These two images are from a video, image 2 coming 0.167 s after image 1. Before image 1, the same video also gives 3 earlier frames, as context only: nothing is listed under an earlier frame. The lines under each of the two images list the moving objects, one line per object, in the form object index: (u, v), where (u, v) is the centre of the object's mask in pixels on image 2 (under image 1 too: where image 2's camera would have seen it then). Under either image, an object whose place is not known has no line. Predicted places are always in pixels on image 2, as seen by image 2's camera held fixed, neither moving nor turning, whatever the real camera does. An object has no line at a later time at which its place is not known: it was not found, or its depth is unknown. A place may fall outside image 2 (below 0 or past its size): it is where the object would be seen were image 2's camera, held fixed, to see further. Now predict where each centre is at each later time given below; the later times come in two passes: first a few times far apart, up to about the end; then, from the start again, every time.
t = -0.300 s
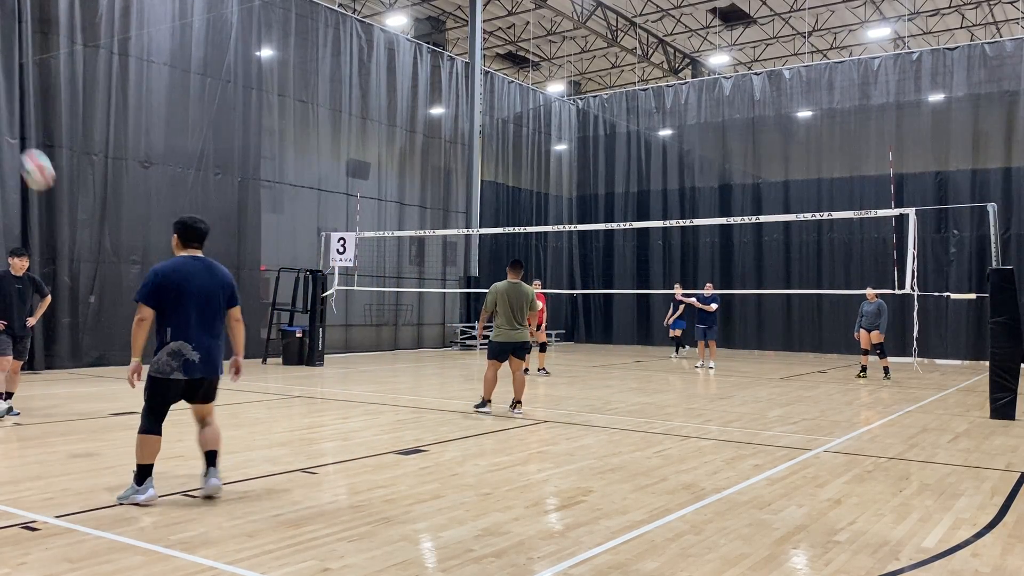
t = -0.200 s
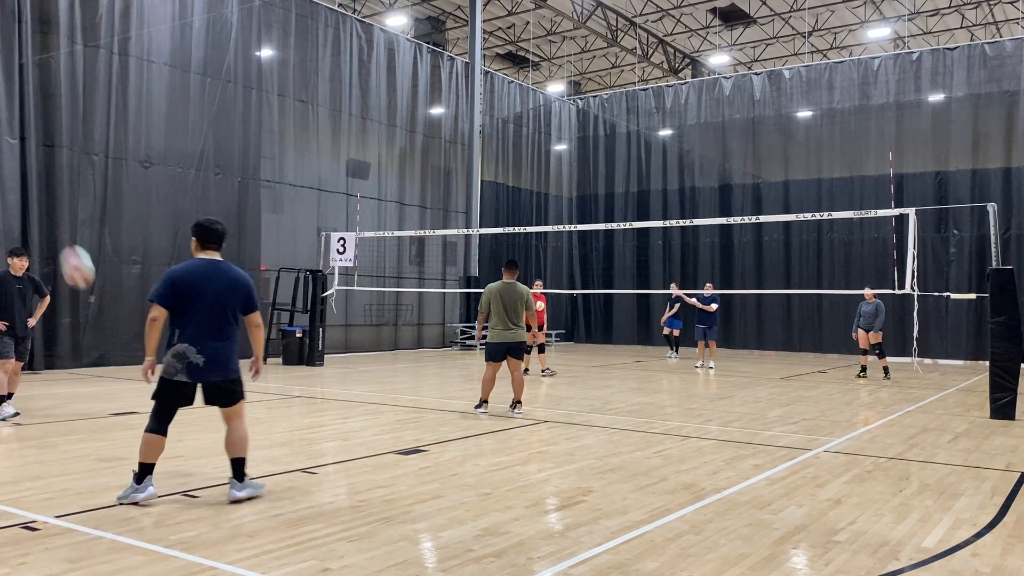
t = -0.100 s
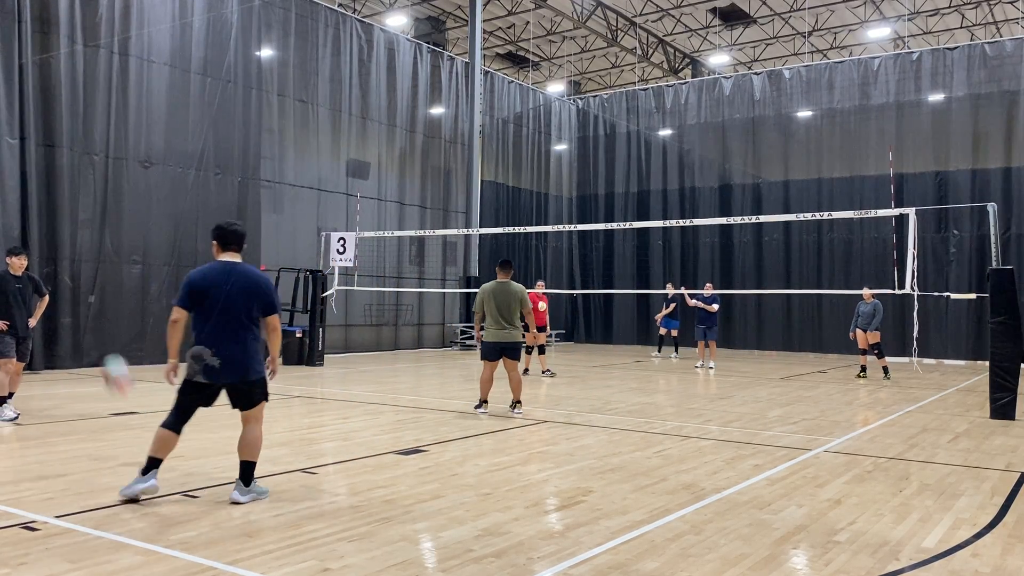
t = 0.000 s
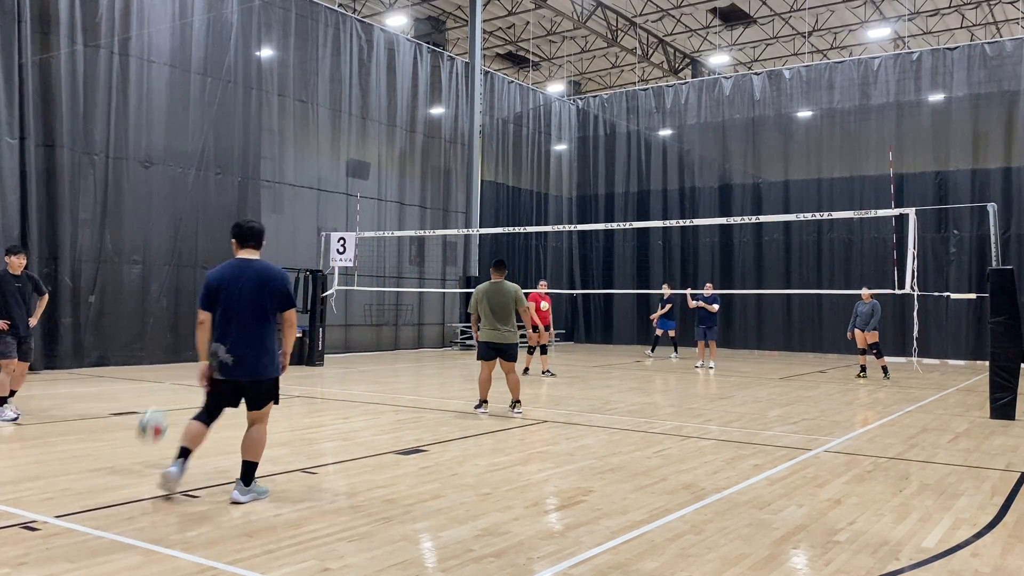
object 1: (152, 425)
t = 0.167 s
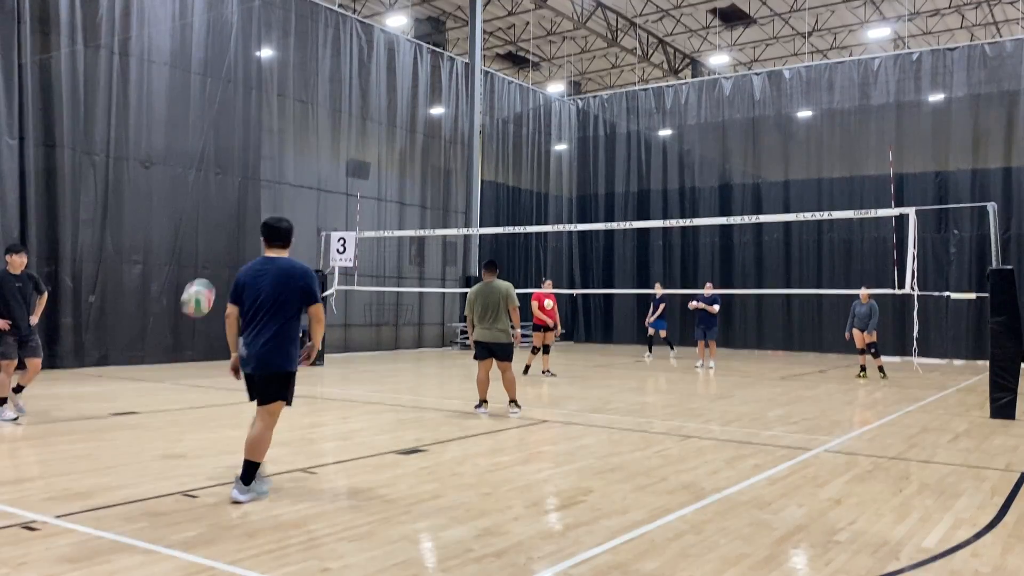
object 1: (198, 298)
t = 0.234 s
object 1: (215, 259)
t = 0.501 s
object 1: (286, 158)
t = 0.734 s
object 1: (347, 153)
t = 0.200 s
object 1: (207, 278)
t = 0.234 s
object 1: (215, 259)
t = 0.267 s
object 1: (224, 241)
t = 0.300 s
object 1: (233, 224)
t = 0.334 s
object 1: (242, 210)
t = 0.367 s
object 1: (250, 197)
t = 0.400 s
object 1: (260, 184)
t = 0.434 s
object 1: (268, 174)
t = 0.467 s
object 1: (277, 166)
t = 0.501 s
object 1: (286, 158)
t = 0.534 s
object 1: (295, 153)
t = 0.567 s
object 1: (303, 149)
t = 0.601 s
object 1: (312, 147)
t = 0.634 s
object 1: (321, 146)
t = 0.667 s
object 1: (329, 147)
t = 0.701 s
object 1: (338, 149)
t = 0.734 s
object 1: (347, 153)
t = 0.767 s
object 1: (355, 159)
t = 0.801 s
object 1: (364, 166)
